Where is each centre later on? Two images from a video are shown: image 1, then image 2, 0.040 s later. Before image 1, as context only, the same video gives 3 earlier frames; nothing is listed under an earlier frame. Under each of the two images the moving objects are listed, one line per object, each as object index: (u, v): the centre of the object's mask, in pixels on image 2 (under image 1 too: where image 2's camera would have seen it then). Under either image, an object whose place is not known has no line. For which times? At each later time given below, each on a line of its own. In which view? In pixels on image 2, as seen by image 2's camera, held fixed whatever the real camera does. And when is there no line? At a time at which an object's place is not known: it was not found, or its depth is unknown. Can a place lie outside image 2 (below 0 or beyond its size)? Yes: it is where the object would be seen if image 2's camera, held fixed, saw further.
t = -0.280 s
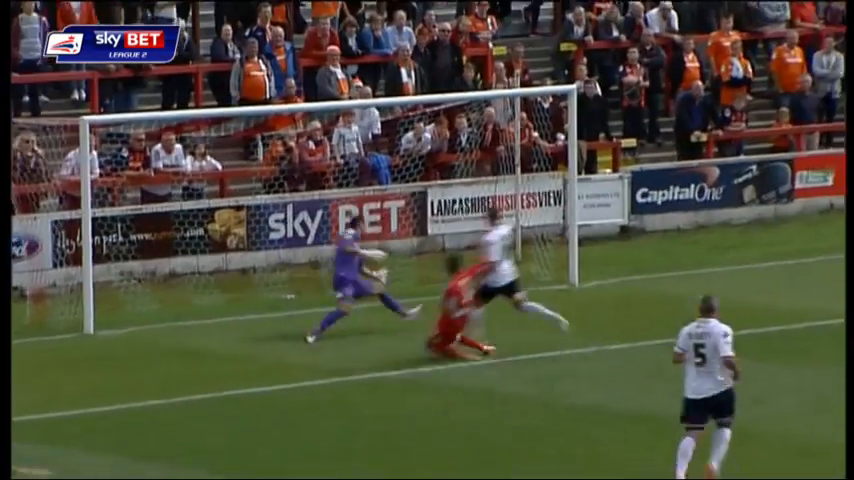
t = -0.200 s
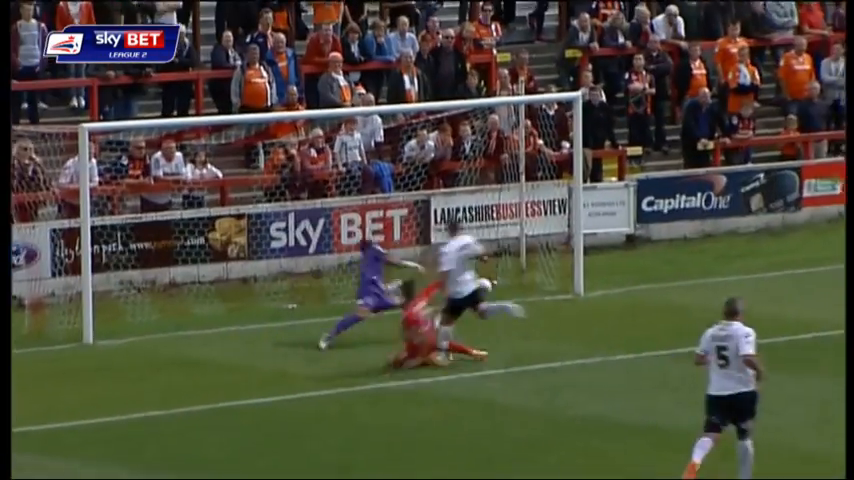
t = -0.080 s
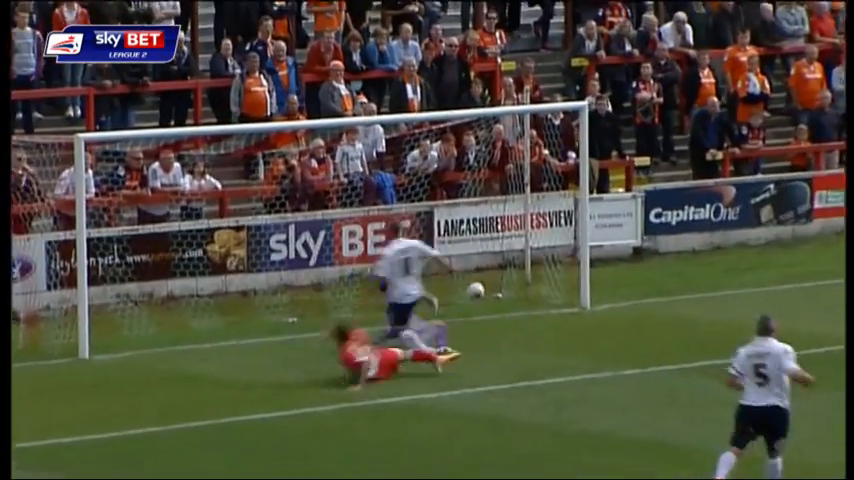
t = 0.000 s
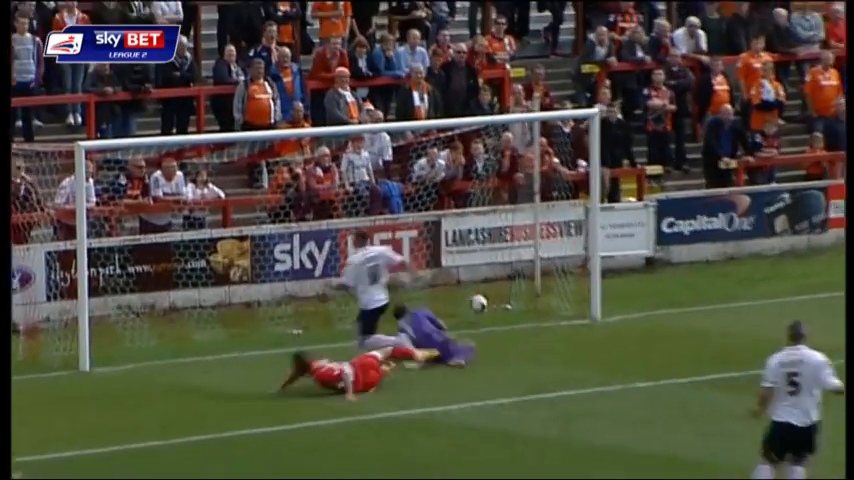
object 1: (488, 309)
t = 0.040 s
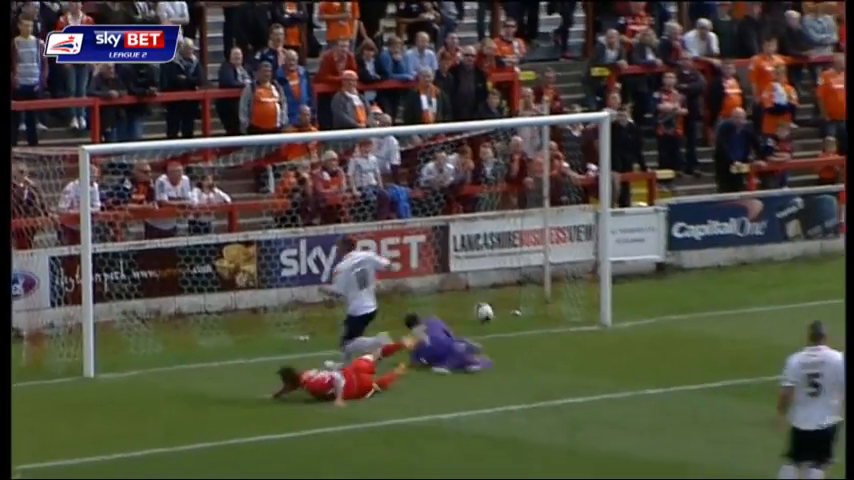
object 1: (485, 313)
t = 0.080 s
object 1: (482, 312)
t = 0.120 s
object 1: (479, 307)
